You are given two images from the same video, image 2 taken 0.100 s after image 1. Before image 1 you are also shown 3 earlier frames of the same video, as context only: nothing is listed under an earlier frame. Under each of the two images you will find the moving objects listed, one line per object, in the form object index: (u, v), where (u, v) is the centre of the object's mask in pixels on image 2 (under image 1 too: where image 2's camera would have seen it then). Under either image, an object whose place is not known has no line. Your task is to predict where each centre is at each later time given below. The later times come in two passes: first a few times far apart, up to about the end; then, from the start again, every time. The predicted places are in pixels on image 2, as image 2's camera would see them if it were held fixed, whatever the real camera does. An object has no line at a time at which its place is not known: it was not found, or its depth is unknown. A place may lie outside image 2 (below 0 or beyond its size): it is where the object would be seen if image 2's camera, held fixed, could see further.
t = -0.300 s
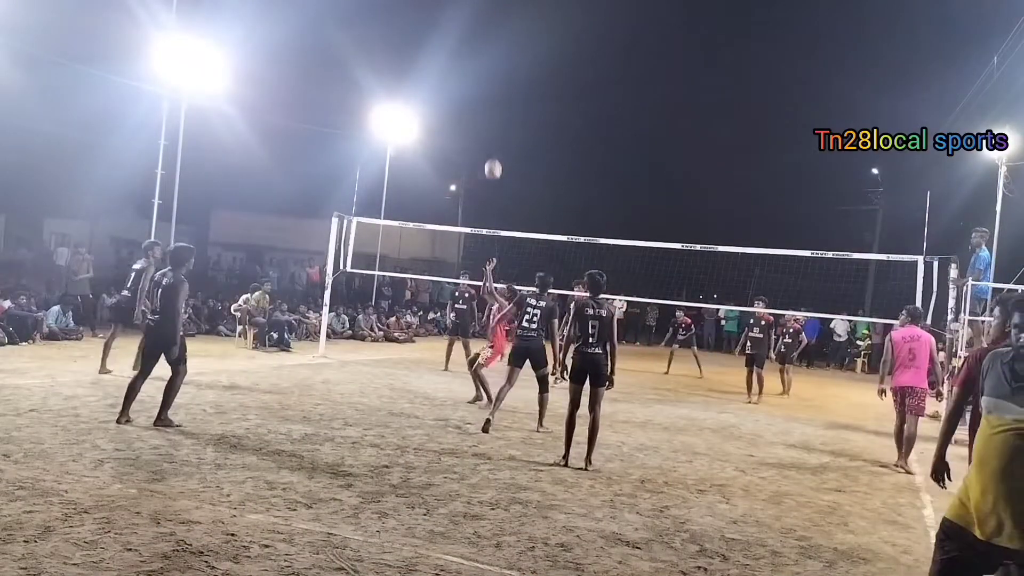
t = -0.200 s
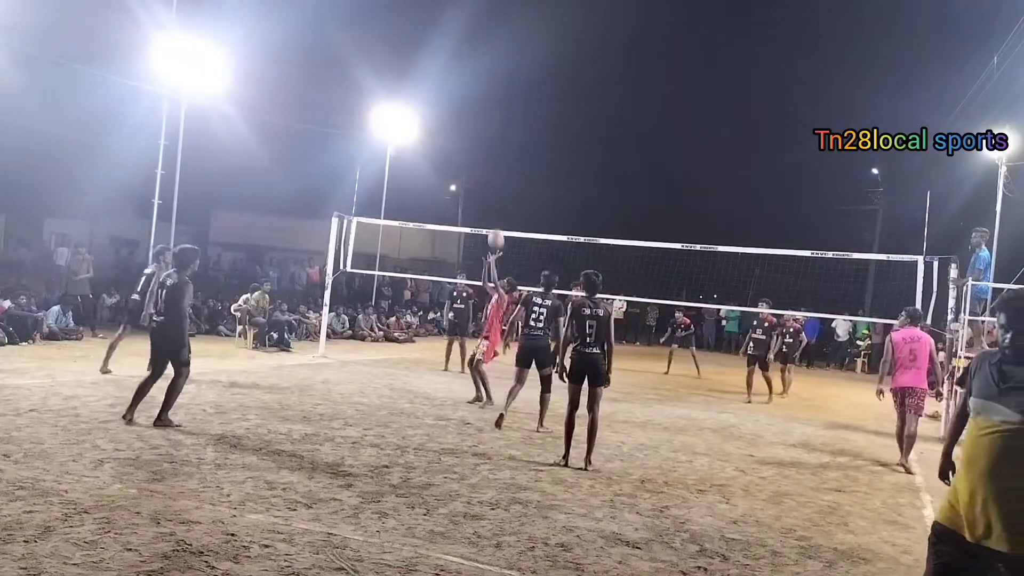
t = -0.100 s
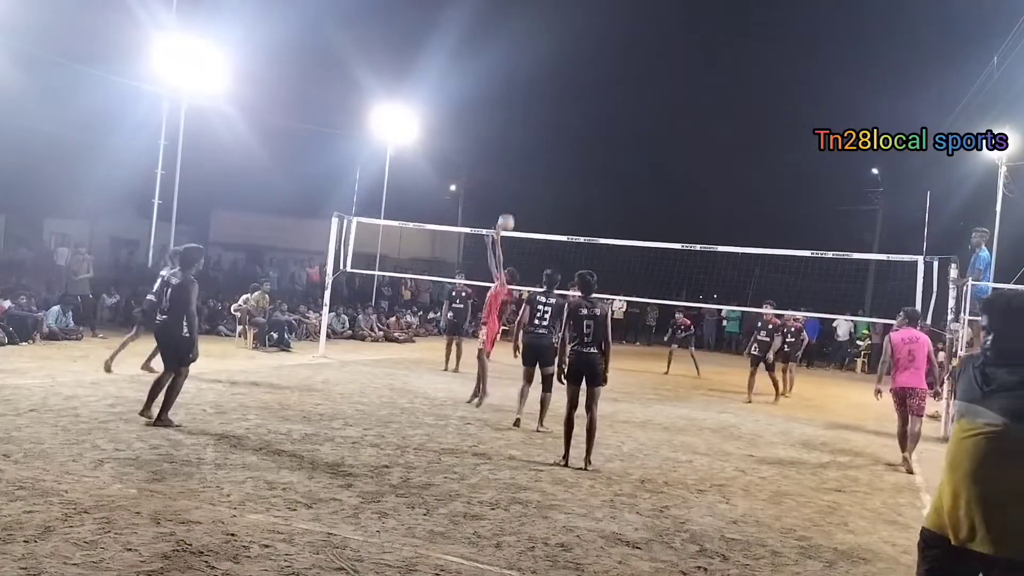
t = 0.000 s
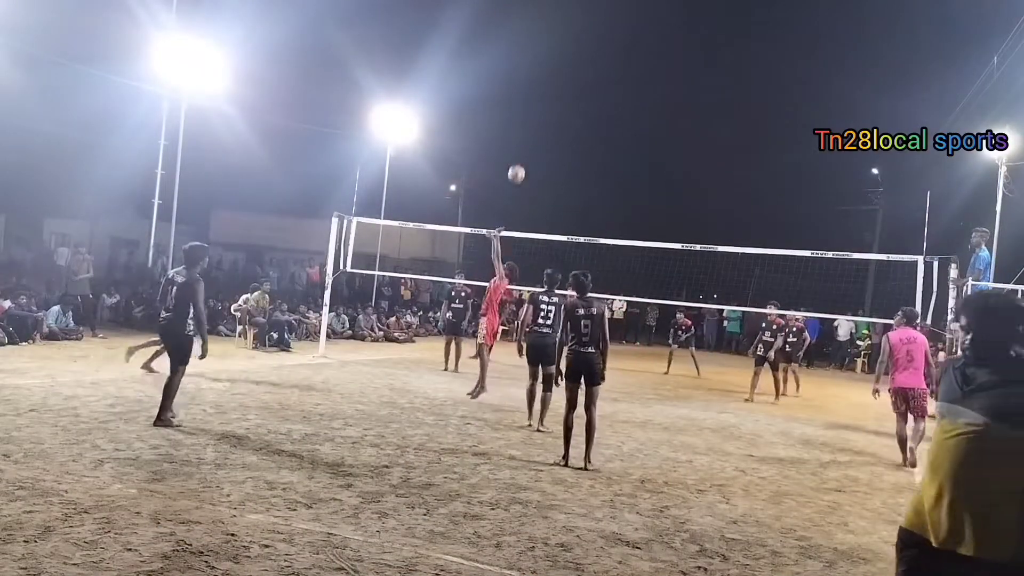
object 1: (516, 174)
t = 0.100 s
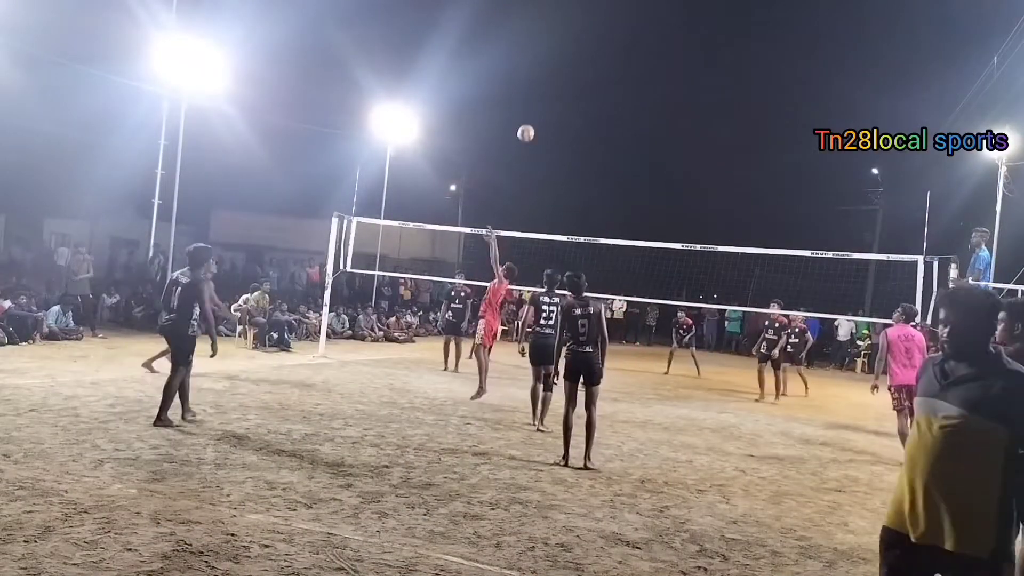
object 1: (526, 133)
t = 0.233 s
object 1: (536, 93)
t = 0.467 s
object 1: (552, 54)
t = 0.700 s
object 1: (563, 53)
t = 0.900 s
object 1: (569, 80)
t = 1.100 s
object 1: (573, 130)
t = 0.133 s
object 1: (529, 122)
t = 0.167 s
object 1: (531, 111)
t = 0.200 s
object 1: (534, 102)
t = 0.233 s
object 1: (536, 93)
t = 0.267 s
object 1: (539, 85)
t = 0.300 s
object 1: (541, 77)
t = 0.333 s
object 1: (543, 71)
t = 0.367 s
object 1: (546, 66)
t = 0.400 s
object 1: (548, 61)
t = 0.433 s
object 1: (550, 57)
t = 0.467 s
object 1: (552, 54)
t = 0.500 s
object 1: (554, 52)
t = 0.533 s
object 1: (555, 50)
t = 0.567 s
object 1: (557, 49)
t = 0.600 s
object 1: (559, 49)
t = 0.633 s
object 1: (560, 50)
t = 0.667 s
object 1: (561, 51)
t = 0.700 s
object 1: (563, 53)
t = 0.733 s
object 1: (564, 56)
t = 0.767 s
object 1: (566, 59)
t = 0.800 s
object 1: (567, 64)
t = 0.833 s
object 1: (568, 68)
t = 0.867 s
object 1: (569, 74)
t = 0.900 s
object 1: (569, 80)
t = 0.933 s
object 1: (570, 87)
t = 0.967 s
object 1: (571, 95)
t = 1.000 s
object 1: (571, 103)
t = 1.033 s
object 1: (572, 111)
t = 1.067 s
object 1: (572, 121)
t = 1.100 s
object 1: (573, 130)
